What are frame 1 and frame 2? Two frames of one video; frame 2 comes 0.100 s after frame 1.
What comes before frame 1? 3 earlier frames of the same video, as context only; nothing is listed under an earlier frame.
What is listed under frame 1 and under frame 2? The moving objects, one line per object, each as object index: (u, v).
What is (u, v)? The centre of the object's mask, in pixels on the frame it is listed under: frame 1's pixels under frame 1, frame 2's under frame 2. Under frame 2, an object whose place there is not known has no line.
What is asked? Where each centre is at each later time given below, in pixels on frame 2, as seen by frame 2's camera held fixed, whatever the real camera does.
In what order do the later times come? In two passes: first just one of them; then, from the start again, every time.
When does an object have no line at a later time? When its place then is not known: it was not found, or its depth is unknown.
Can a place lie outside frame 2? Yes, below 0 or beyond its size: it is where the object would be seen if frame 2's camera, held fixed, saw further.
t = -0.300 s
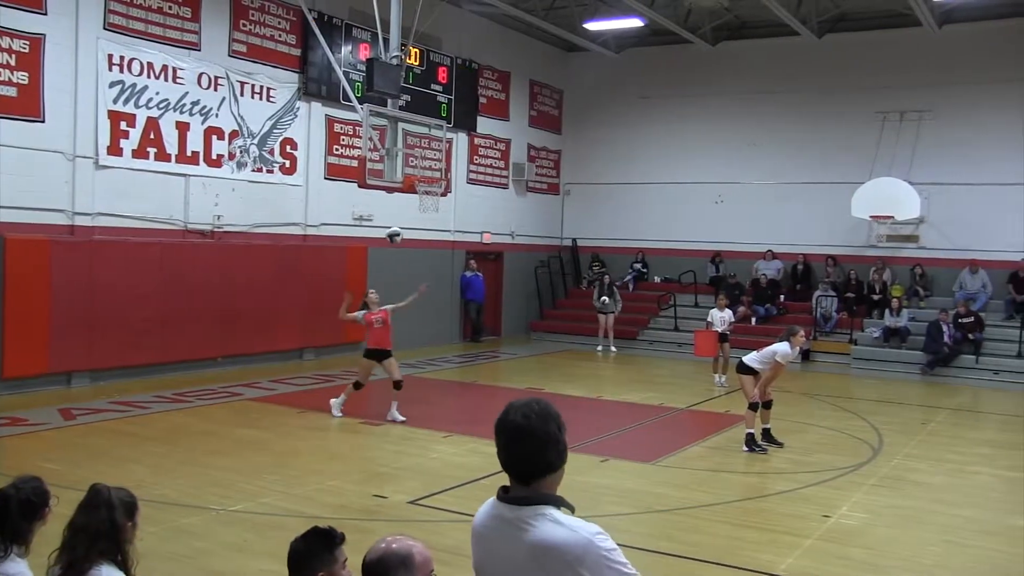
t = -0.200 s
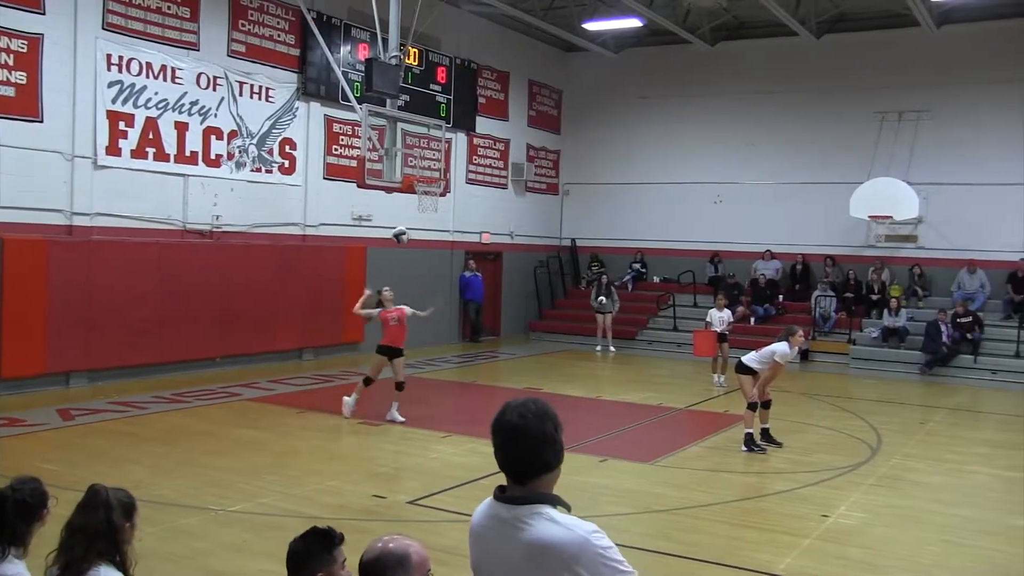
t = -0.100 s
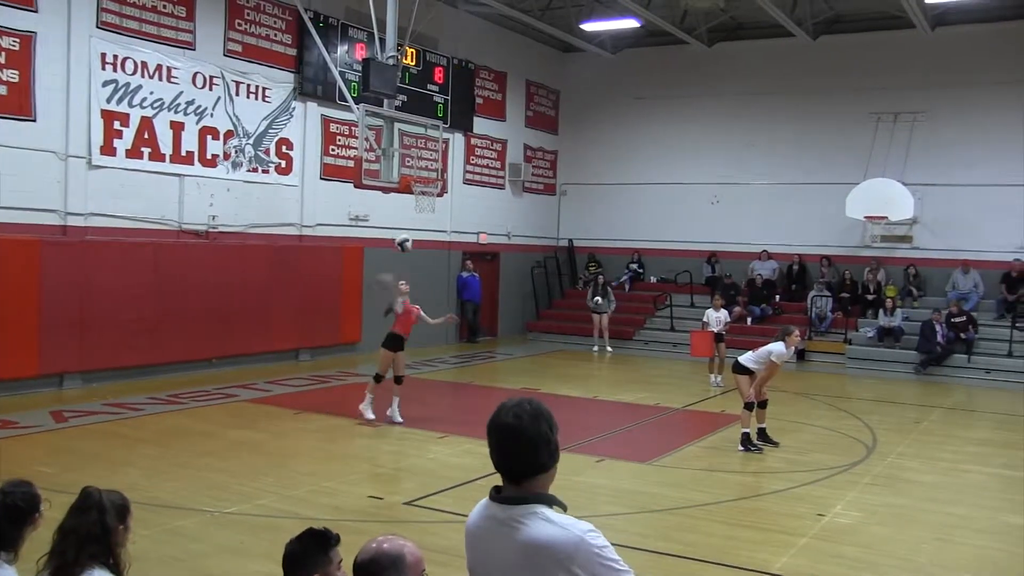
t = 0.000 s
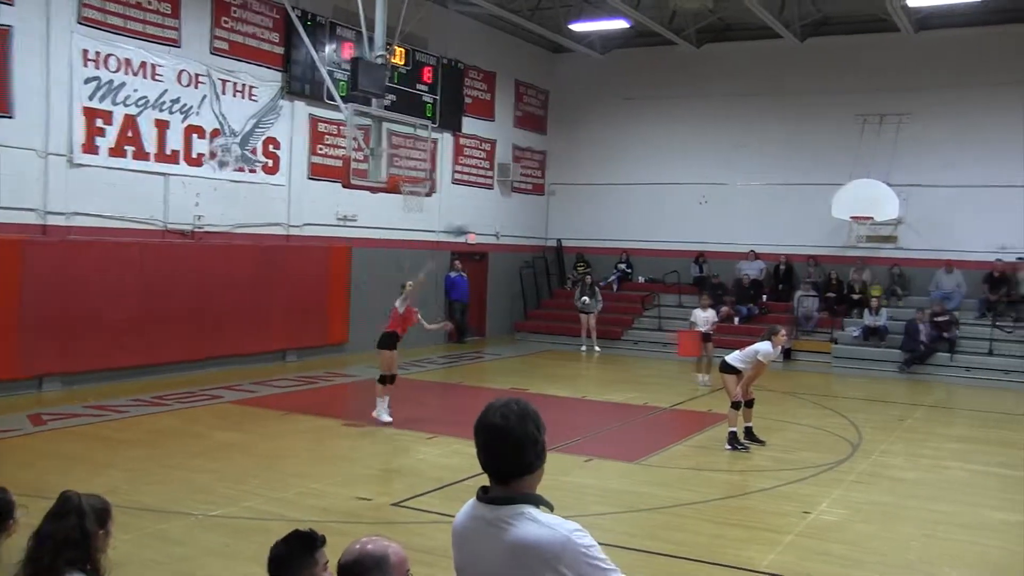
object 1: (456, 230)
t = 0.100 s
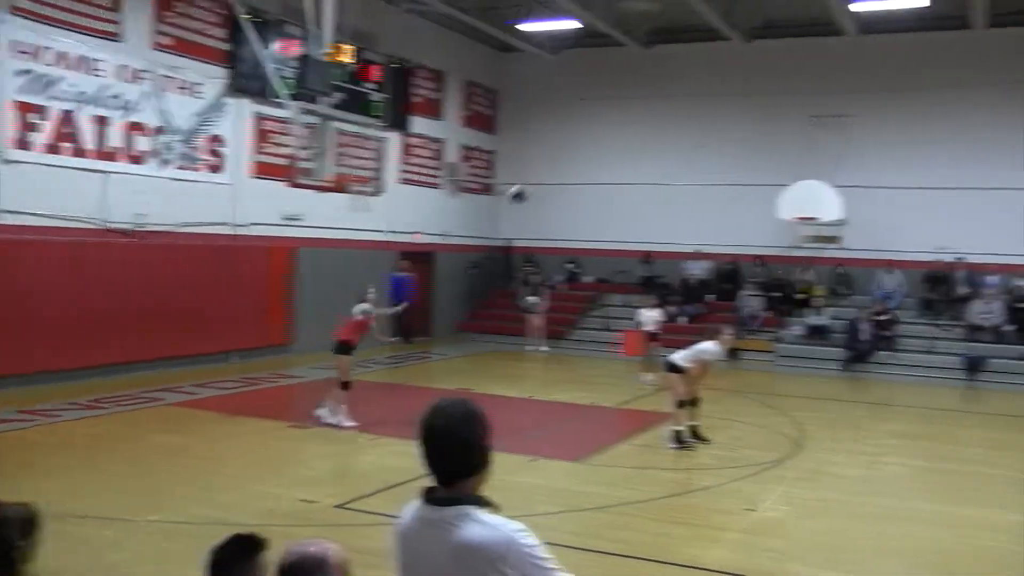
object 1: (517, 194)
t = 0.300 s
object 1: (789, 137)
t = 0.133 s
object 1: (560, 182)
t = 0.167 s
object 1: (600, 172)
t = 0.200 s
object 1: (643, 163)
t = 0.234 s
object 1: (689, 154)
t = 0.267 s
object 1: (738, 146)
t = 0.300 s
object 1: (789, 137)
